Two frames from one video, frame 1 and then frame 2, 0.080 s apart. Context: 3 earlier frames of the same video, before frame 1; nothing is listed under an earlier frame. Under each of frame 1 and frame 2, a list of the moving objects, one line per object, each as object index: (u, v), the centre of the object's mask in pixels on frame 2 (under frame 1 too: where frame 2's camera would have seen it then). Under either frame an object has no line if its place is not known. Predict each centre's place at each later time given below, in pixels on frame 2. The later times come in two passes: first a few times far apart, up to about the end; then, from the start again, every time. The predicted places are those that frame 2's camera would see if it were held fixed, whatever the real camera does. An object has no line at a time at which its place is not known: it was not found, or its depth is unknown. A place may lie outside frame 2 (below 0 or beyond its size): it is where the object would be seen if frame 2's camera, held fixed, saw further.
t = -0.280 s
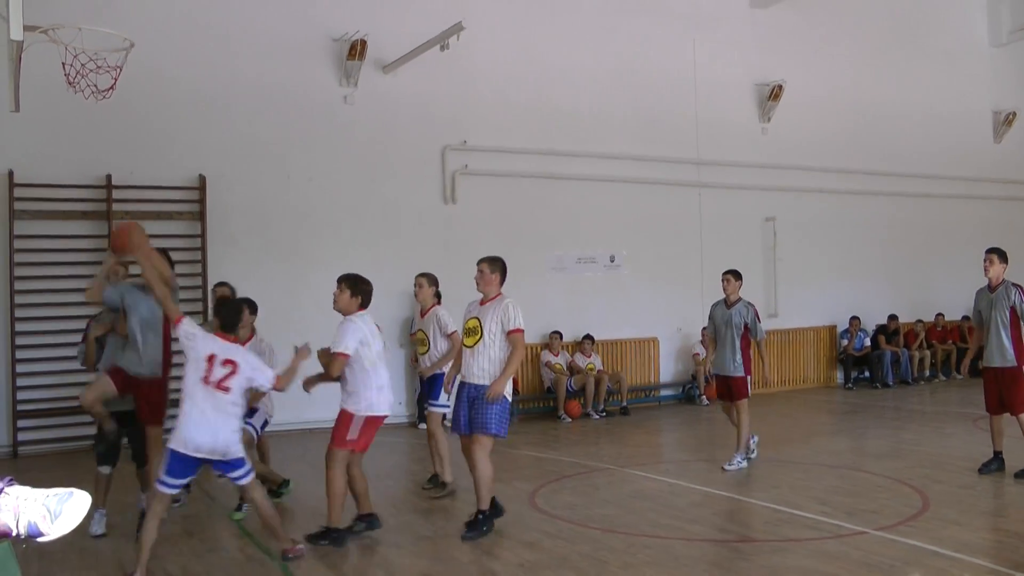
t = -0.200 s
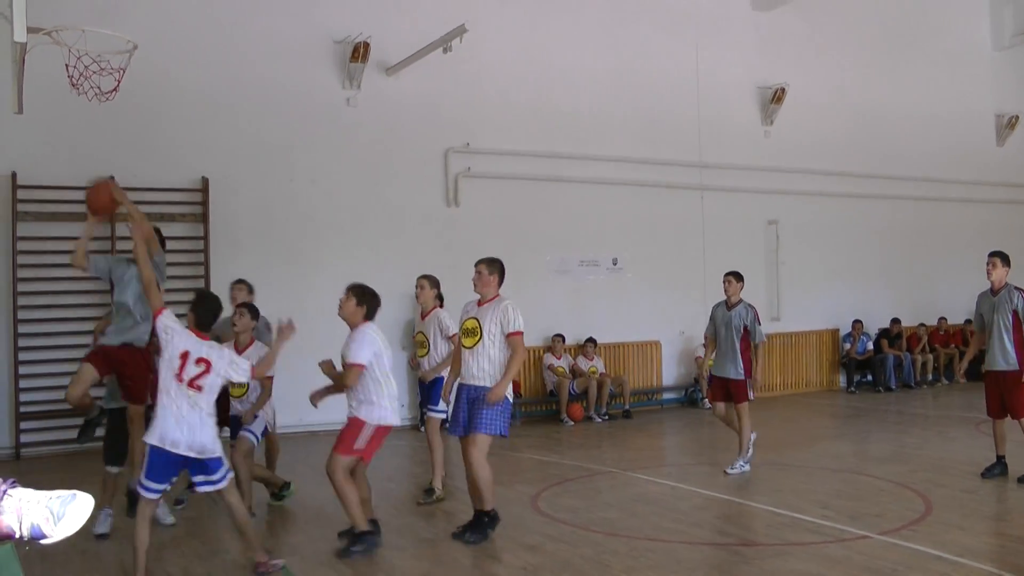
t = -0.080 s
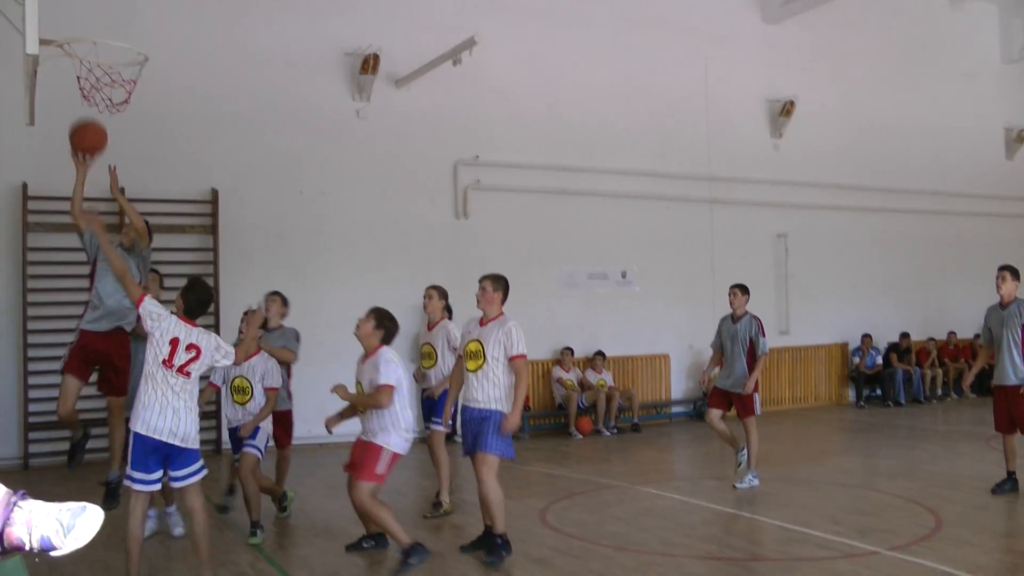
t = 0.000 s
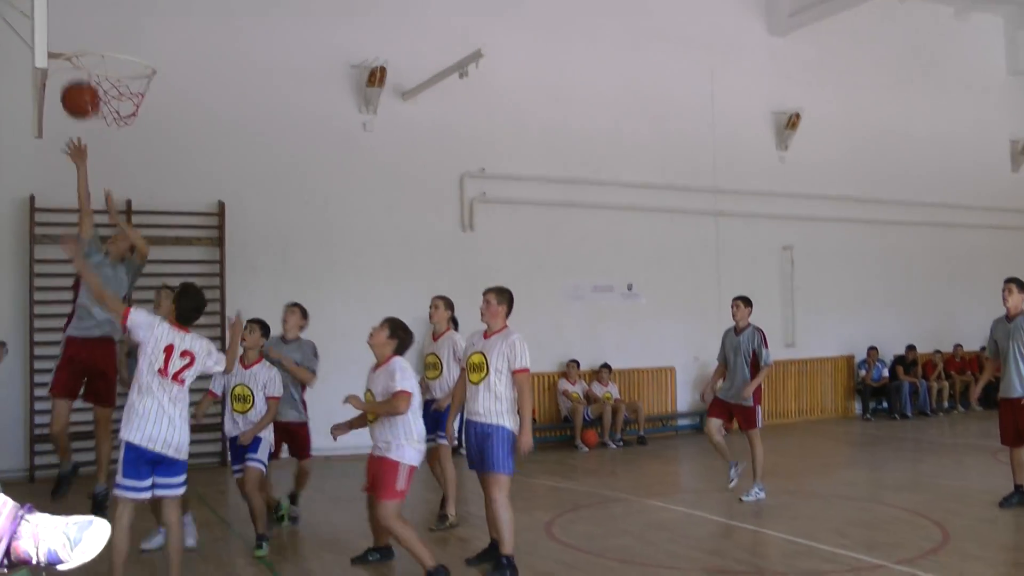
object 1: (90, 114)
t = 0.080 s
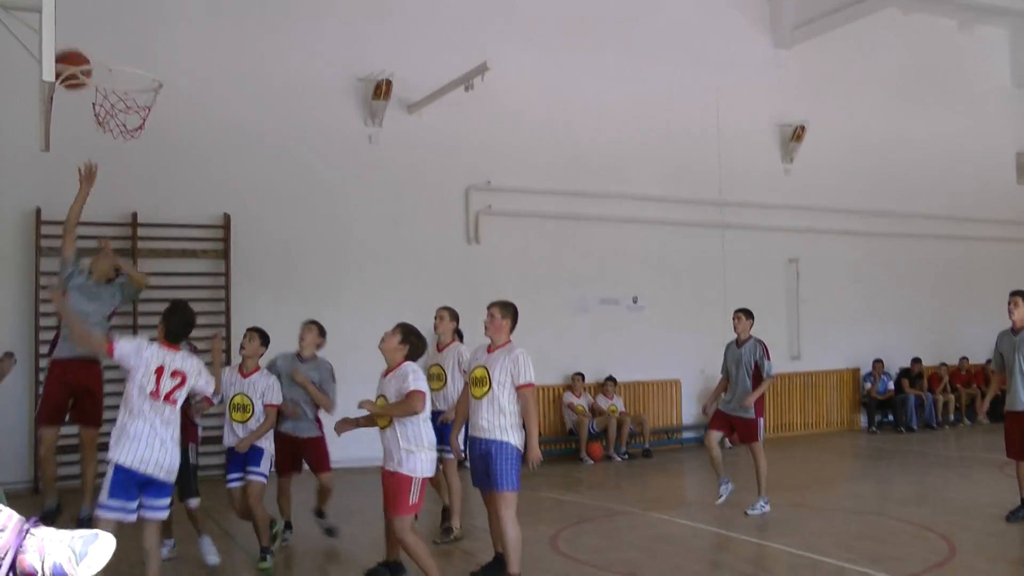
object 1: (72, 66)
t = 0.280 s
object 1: (100, 43)
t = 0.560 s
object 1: (126, 111)
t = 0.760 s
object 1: (100, 226)
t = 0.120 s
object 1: (72, 52)
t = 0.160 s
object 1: (78, 48)
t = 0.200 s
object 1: (85, 45)
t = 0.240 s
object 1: (92, 43)
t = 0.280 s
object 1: (100, 43)
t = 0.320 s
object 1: (107, 46)
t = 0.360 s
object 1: (115, 49)
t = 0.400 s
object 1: (123, 55)
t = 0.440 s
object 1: (130, 69)
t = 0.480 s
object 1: (134, 85)
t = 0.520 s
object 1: (131, 96)
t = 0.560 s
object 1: (126, 111)
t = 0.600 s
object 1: (121, 127)
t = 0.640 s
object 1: (116, 148)
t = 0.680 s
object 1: (111, 170)
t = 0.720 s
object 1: (106, 196)
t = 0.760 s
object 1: (100, 226)
